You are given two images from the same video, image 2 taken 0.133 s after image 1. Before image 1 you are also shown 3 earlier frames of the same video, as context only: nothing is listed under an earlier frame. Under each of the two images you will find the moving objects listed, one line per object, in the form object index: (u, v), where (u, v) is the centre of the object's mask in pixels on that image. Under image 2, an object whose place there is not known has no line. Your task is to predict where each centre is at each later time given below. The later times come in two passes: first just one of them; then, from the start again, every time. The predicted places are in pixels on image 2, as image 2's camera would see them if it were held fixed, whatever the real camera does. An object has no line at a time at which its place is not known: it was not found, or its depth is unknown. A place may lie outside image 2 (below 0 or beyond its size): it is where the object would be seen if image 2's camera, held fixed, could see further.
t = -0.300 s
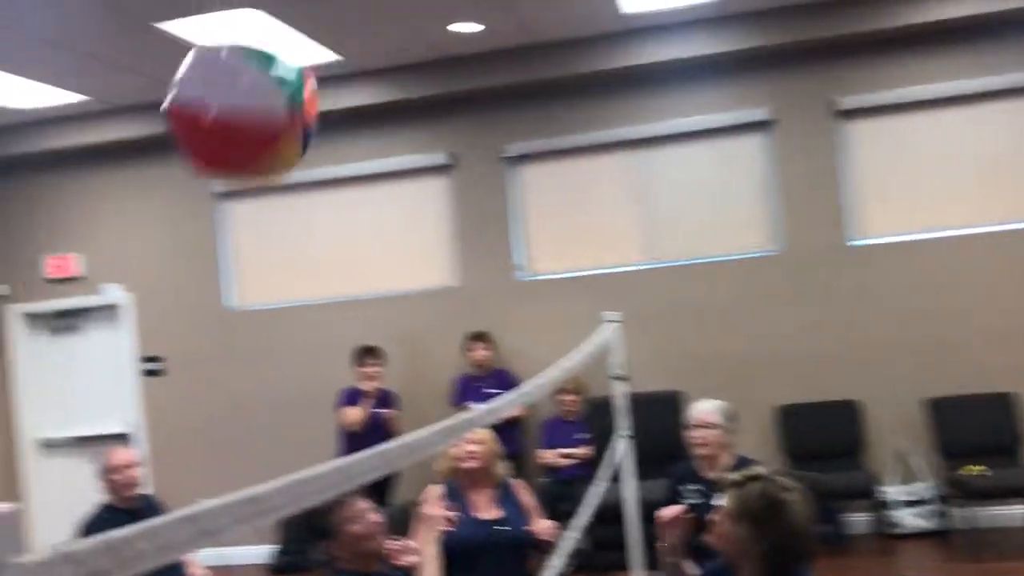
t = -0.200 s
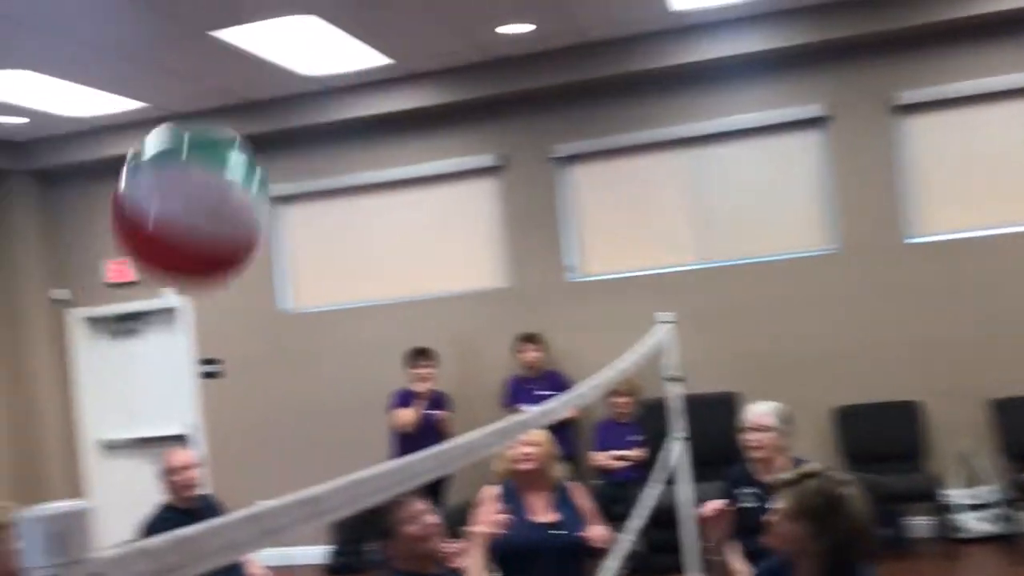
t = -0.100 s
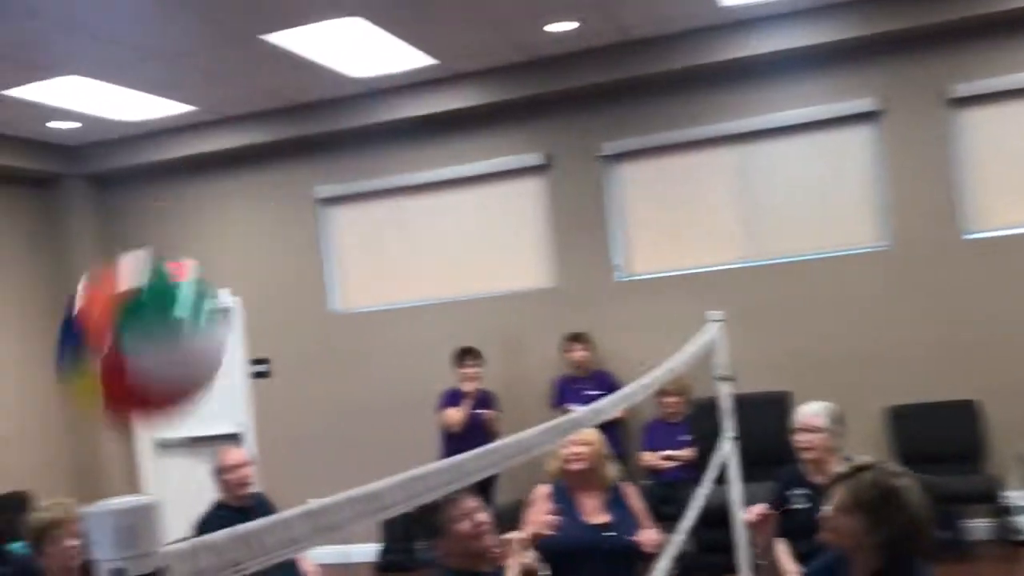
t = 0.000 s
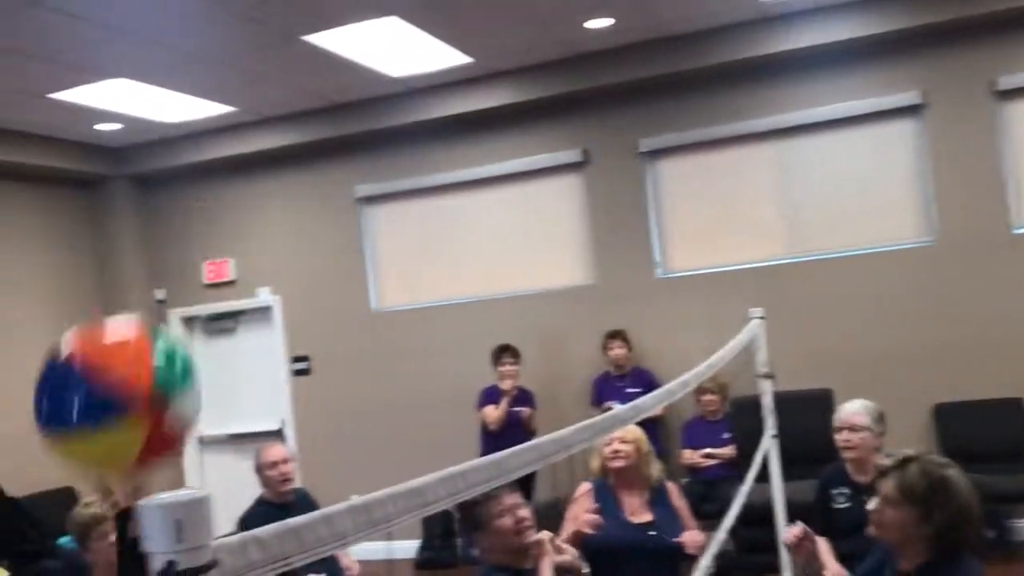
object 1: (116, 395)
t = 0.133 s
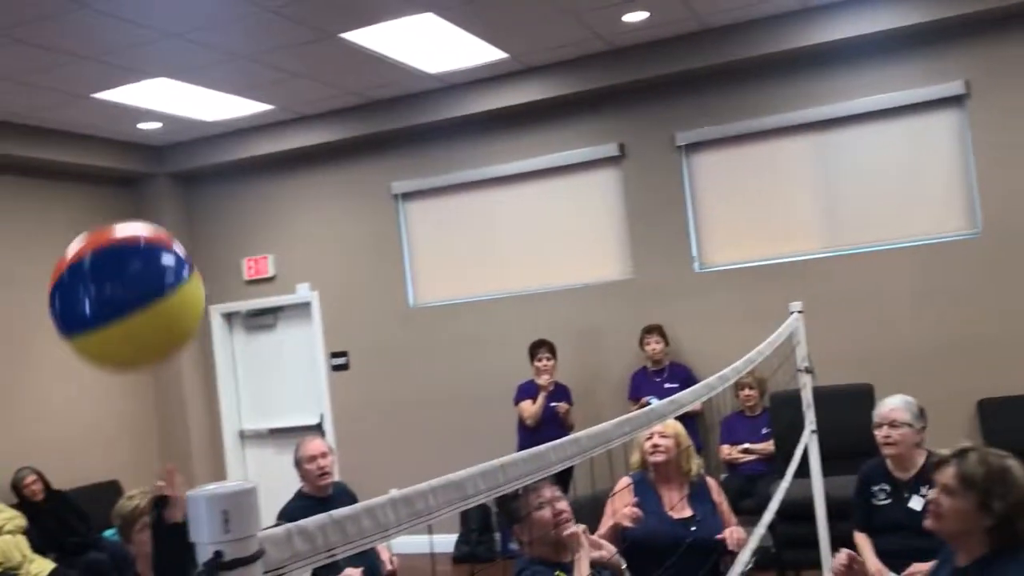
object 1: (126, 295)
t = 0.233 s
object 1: (106, 264)
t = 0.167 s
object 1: (119, 282)
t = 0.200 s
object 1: (112, 271)
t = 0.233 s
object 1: (106, 264)
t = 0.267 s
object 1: (101, 260)
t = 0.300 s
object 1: (96, 259)
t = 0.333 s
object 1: (92, 261)
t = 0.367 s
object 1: (89, 265)
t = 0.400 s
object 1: (85, 273)
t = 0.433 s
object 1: (81, 283)
